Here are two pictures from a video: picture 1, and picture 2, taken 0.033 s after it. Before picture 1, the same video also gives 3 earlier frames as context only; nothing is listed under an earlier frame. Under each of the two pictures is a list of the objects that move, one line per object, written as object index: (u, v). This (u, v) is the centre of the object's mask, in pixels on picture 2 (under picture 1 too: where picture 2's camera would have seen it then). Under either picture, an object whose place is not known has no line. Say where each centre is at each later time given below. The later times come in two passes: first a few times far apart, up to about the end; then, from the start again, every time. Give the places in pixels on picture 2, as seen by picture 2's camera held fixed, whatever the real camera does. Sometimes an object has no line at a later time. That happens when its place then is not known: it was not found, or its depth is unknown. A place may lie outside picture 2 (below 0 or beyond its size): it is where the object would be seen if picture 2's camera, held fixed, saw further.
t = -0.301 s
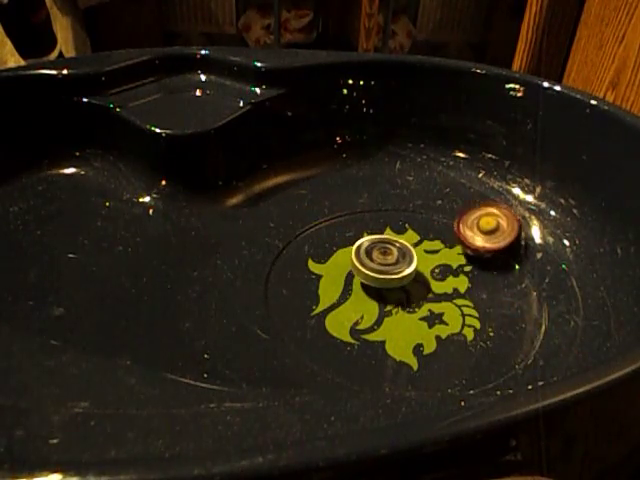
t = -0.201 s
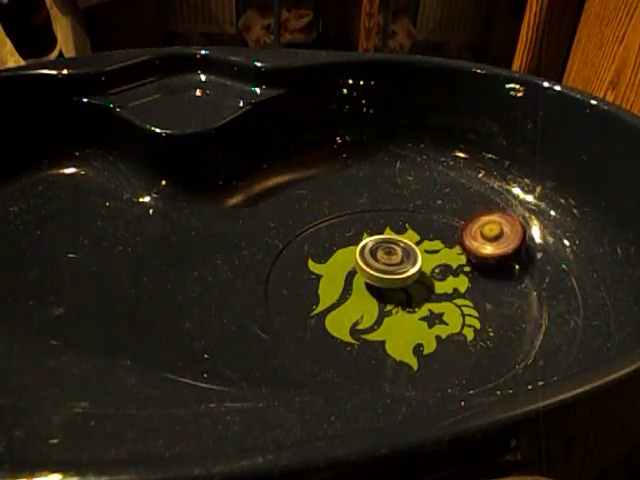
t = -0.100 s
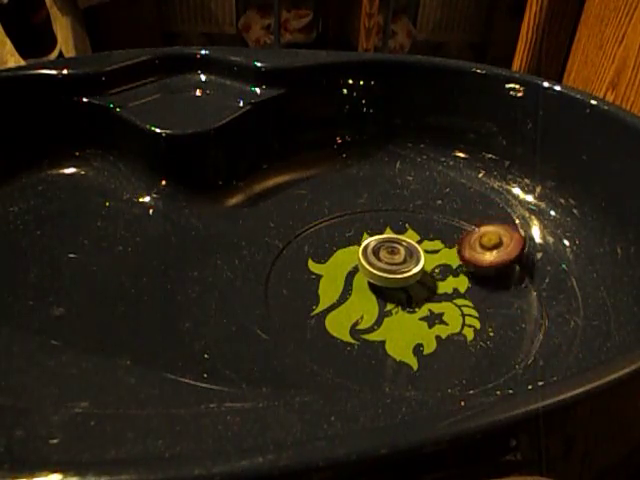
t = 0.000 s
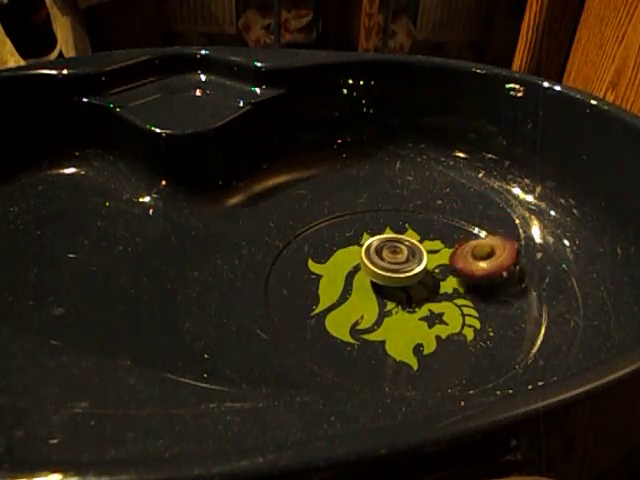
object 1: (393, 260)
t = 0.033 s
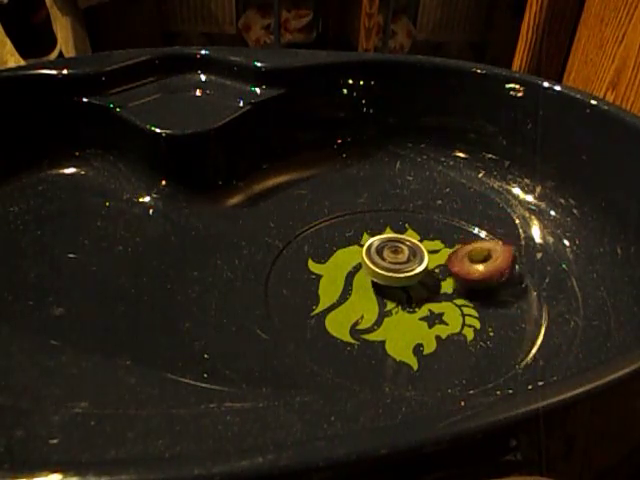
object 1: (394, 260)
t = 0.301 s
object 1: (370, 255)
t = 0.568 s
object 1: (332, 234)
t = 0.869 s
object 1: (290, 221)
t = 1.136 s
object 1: (320, 258)
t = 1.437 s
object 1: (332, 251)
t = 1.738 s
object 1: (357, 245)
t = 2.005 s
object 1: (382, 245)
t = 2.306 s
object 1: (334, 270)
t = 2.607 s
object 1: (331, 300)
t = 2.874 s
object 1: (353, 307)
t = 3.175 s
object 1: (329, 303)
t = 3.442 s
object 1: (326, 286)
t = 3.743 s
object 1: (334, 265)
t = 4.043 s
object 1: (348, 255)
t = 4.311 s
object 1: (344, 256)
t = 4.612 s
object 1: (350, 254)
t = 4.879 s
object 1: (346, 247)
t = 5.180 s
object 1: (335, 243)
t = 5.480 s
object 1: (333, 243)
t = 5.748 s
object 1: (341, 247)
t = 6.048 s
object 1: (361, 253)
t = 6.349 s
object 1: (370, 255)
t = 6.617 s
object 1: (342, 246)
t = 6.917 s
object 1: (340, 260)
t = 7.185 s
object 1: (340, 270)
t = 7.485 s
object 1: (354, 274)
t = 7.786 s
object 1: (377, 268)
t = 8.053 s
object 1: (349, 269)
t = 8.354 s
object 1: (324, 280)
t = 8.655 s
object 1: (337, 281)
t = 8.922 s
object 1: (343, 278)
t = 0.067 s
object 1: (395, 260)
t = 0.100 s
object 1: (396, 260)
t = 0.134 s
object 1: (395, 259)
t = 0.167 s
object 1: (385, 256)
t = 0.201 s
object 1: (378, 255)
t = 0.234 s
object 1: (374, 254)
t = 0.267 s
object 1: (371, 254)
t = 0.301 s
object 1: (370, 255)
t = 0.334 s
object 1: (369, 255)
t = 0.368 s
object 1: (369, 257)
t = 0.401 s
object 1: (369, 259)
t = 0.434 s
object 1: (369, 261)
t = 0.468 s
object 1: (370, 263)
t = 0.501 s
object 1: (369, 264)
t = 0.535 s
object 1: (350, 249)
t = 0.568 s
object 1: (332, 234)
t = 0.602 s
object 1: (316, 221)
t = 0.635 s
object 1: (304, 208)
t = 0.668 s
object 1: (297, 202)
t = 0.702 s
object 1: (293, 199)
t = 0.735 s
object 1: (291, 199)
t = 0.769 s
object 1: (289, 203)
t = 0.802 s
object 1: (287, 207)
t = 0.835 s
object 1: (288, 213)
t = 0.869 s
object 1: (290, 221)
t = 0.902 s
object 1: (293, 230)
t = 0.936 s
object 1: (298, 238)
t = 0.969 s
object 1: (303, 244)
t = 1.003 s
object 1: (308, 248)
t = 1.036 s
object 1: (313, 252)
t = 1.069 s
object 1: (316, 255)
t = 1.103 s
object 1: (319, 256)
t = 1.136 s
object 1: (320, 258)
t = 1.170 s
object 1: (321, 259)
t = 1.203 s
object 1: (322, 259)
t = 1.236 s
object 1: (323, 258)
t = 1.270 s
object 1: (324, 257)
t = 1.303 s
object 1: (325, 256)
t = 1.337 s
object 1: (326, 254)
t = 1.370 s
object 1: (328, 253)
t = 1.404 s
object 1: (330, 252)
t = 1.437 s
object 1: (332, 251)
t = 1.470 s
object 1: (334, 251)
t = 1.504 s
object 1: (336, 250)
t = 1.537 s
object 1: (338, 249)
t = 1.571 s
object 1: (341, 248)
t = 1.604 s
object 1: (344, 247)
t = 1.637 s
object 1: (347, 246)
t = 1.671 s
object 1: (350, 246)
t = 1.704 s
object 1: (354, 245)
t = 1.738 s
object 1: (357, 245)
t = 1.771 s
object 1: (361, 245)
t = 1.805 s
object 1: (364, 245)
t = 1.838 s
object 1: (367, 244)
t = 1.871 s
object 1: (370, 244)
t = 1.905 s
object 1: (373, 244)
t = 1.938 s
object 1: (376, 244)
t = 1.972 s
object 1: (379, 245)
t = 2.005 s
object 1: (382, 245)
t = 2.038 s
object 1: (385, 246)
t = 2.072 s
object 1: (388, 247)
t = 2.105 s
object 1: (391, 247)
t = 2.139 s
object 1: (393, 249)
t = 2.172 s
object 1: (394, 249)
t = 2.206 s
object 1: (380, 253)
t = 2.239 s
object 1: (362, 260)
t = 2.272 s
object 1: (347, 264)
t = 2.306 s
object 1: (334, 270)
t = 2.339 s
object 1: (326, 274)
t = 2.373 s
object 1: (321, 278)
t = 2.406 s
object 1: (318, 282)
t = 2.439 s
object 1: (319, 285)
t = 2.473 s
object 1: (320, 289)
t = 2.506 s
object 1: (322, 292)
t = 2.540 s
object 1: (326, 296)
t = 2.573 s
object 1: (329, 298)
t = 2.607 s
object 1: (331, 300)
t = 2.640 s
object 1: (335, 301)
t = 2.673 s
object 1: (339, 302)
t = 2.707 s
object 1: (341, 303)
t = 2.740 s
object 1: (344, 304)
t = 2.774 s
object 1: (347, 305)
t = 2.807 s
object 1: (350, 306)
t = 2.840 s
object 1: (351, 307)
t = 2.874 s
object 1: (353, 307)
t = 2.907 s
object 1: (351, 308)
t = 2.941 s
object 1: (345, 309)
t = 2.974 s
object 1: (340, 309)
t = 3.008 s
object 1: (337, 308)
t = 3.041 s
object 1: (333, 307)
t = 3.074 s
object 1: (331, 306)
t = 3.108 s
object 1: (329, 305)
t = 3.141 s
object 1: (329, 304)
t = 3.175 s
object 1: (329, 303)
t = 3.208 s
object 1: (328, 302)
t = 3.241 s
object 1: (328, 300)
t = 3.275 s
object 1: (327, 299)
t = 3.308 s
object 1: (327, 297)
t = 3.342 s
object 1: (326, 295)
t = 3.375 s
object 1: (326, 292)
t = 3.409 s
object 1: (325, 289)
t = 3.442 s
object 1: (326, 286)
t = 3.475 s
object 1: (326, 283)
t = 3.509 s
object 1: (326, 281)
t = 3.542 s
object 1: (327, 278)
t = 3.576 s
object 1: (328, 275)
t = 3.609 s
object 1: (329, 273)
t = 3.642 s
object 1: (330, 271)
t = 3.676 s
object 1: (331, 269)
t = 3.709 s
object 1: (333, 267)
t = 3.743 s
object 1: (334, 265)
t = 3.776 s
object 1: (335, 264)
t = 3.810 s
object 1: (337, 263)
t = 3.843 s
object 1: (338, 261)
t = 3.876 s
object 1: (339, 260)
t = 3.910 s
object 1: (341, 259)
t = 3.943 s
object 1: (342, 257)
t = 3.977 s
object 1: (344, 256)
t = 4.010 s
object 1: (346, 255)
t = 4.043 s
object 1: (348, 255)
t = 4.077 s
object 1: (349, 254)
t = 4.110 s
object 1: (351, 253)
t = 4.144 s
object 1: (352, 252)
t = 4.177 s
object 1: (349, 252)
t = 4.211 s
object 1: (347, 252)
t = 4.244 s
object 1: (345, 253)
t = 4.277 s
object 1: (344, 255)
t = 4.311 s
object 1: (344, 256)
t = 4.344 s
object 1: (345, 257)
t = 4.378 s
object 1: (346, 257)
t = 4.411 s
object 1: (349, 257)
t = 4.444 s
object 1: (351, 258)
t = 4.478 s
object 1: (354, 258)
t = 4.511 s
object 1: (354, 257)
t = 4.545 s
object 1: (351, 255)
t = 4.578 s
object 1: (349, 254)
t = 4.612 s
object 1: (350, 254)
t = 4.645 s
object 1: (351, 254)
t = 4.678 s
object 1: (353, 254)
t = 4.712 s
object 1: (354, 255)
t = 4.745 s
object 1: (353, 253)
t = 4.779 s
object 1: (349, 248)
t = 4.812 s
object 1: (347, 247)
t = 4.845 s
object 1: (346, 247)
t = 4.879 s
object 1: (346, 247)
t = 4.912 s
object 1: (346, 248)
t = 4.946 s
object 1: (346, 249)
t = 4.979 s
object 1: (346, 250)
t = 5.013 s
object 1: (346, 251)
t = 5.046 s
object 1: (345, 252)
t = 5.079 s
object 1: (344, 252)
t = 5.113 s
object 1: (341, 249)
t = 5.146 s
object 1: (338, 246)
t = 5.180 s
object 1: (335, 243)
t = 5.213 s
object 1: (334, 241)
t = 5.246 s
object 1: (334, 240)
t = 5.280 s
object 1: (333, 240)
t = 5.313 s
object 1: (333, 241)
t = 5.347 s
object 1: (333, 241)
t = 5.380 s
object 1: (333, 242)
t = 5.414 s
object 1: (333, 242)
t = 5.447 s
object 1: (333, 243)
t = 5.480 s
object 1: (333, 243)
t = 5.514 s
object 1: (333, 244)
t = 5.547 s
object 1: (334, 244)
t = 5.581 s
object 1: (335, 245)
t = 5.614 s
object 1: (335, 245)
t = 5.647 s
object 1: (336, 246)
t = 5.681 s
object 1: (337, 246)
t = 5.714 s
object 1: (339, 246)
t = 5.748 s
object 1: (341, 247)
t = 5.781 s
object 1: (342, 247)
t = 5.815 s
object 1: (344, 248)
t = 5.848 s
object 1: (346, 248)
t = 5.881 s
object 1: (349, 249)
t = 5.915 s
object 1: (351, 250)
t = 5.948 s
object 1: (354, 251)
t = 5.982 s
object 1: (356, 252)
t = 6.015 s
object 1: (358, 253)
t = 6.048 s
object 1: (361, 253)
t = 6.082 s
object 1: (363, 254)
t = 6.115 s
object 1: (366, 255)
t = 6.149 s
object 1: (368, 256)
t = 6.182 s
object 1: (371, 256)
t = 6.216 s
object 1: (370, 256)
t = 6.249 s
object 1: (369, 255)
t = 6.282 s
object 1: (369, 255)
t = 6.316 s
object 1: (369, 255)
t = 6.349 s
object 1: (370, 255)
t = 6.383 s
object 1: (371, 255)
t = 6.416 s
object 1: (369, 254)
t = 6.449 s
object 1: (360, 250)
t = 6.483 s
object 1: (352, 247)
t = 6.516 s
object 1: (347, 245)
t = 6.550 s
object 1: (344, 245)
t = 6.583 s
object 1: (342, 245)
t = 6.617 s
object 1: (342, 246)
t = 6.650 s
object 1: (341, 247)
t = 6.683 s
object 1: (341, 248)
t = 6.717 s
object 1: (341, 250)
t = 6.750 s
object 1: (341, 252)
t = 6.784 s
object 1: (341, 254)
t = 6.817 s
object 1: (341, 255)
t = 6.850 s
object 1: (340, 257)
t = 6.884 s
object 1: (340, 258)
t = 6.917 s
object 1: (340, 260)
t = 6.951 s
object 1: (340, 262)
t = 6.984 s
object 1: (339, 263)
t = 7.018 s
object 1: (339, 264)
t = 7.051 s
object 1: (339, 265)
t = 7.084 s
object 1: (339, 266)
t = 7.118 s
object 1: (339, 267)
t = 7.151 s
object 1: (339, 268)
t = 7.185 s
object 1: (340, 270)
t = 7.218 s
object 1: (340, 271)
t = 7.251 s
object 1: (341, 272)
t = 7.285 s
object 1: (342, 272)
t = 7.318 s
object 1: (343, 273)
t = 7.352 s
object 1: (345, 273)
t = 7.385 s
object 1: (347, 274)
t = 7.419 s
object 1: (349, 274)
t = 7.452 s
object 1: (352, 274)
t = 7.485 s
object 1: (354, 274)
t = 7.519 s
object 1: (357, 273)
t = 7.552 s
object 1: (360, 272)
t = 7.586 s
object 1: (362, 272)
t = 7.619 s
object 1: (365, 272)
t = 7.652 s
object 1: (368, 271)
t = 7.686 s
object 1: (370, 271)
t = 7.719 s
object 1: (373, 270)
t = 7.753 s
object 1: (375, 269)
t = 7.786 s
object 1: (377, 268)
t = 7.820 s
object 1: (379, 267)
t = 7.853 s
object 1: (381, 266)
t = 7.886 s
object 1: (383, 265)
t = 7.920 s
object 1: (385, 264)
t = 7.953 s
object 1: (387, 263)
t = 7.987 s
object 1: (383, 262)
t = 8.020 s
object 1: (364, 266)
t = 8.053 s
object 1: (349, 269)
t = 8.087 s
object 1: (338, 271)
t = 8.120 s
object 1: (330, 273)
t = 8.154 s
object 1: (326, 274)
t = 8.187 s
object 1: (323, 276)
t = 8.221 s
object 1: (322, 277)
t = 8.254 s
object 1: (322, 278)
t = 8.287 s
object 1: (322, 278)
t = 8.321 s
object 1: (323, 279)
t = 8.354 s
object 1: (324, 280)
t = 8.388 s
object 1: (325, 281)
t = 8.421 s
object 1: (326, 282)
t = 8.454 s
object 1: (327, 282)
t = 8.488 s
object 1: (329, 282)
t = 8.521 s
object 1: (330, 282)
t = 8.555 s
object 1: (331, 282)
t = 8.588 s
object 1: (333, 282)
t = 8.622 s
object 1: (335, 281)
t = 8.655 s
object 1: (337, 281)
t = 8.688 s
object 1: (338, 280)
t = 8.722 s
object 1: (340, 280)
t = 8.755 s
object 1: (343, 279)
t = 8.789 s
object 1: (345, 278)
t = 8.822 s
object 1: (348, 277)
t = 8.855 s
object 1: (350, 276)
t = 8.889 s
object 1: (347, 277)
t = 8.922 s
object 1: (343, 278)
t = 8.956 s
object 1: (340, 278)
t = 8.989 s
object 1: (341, 277)
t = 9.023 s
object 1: (343, 275)
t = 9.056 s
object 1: (346, 275)
